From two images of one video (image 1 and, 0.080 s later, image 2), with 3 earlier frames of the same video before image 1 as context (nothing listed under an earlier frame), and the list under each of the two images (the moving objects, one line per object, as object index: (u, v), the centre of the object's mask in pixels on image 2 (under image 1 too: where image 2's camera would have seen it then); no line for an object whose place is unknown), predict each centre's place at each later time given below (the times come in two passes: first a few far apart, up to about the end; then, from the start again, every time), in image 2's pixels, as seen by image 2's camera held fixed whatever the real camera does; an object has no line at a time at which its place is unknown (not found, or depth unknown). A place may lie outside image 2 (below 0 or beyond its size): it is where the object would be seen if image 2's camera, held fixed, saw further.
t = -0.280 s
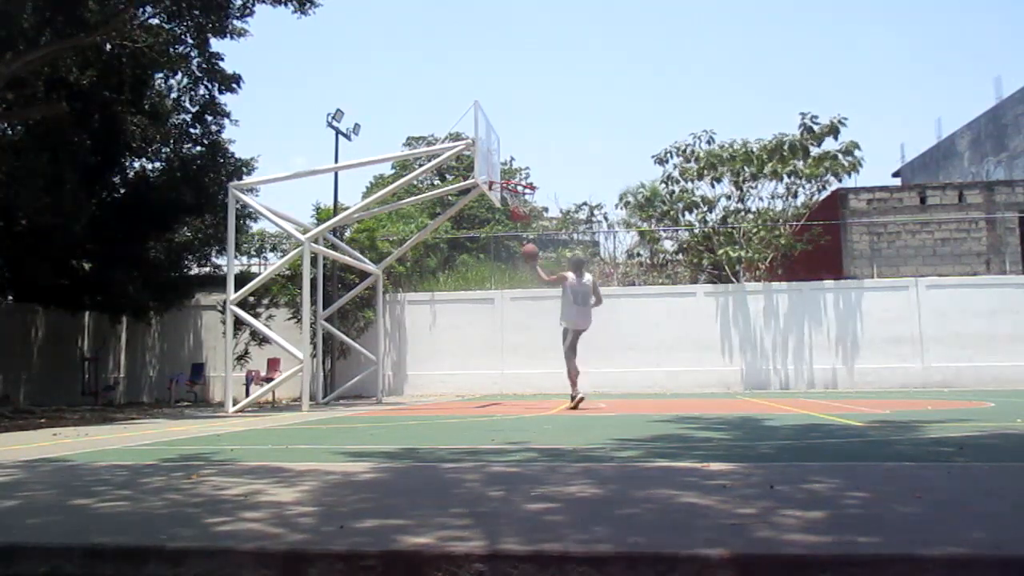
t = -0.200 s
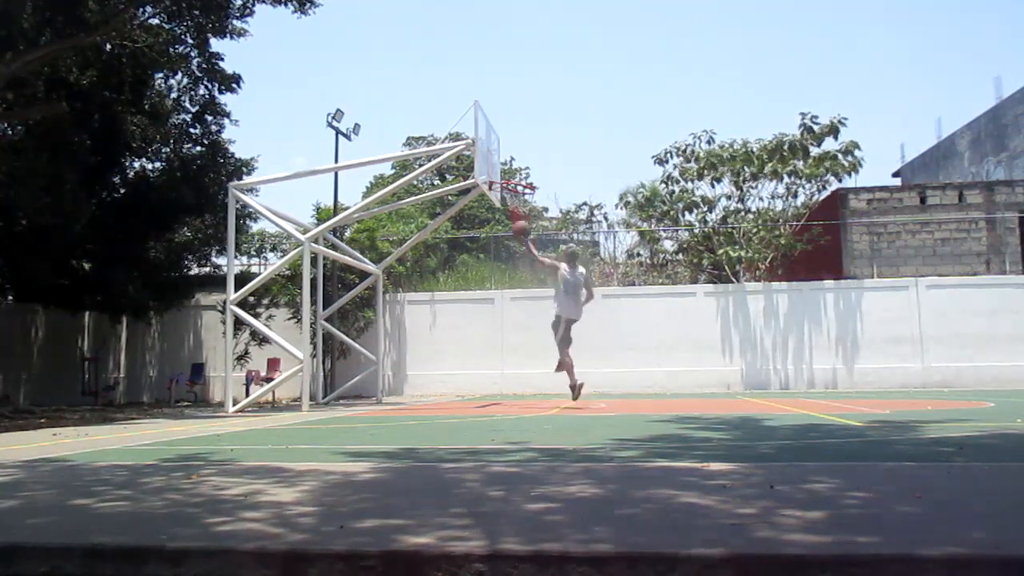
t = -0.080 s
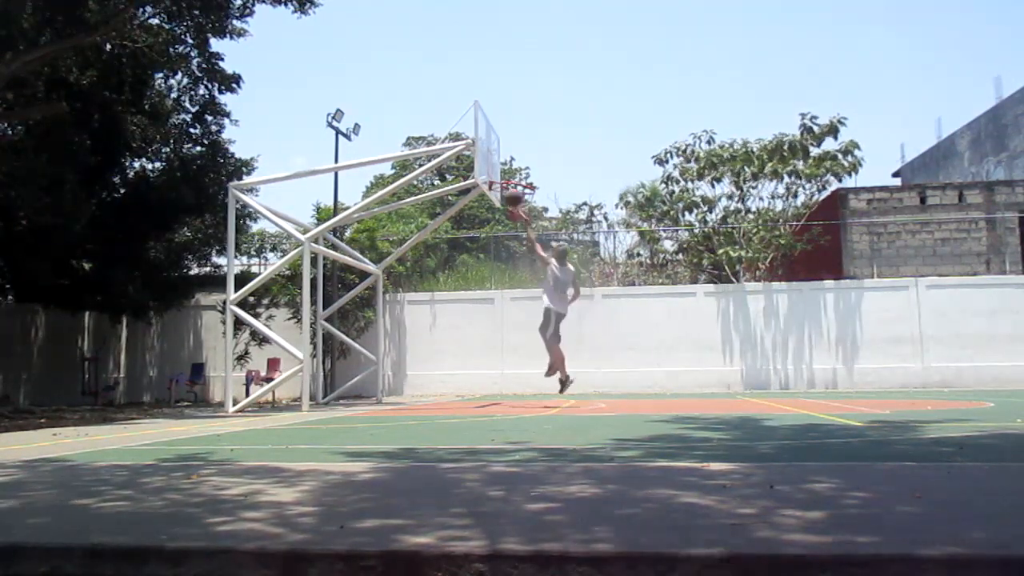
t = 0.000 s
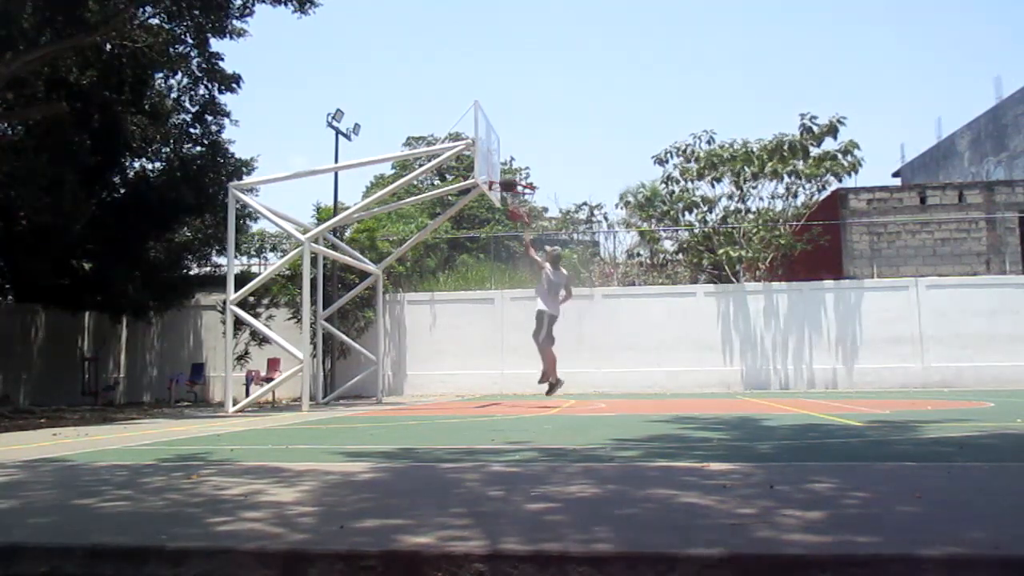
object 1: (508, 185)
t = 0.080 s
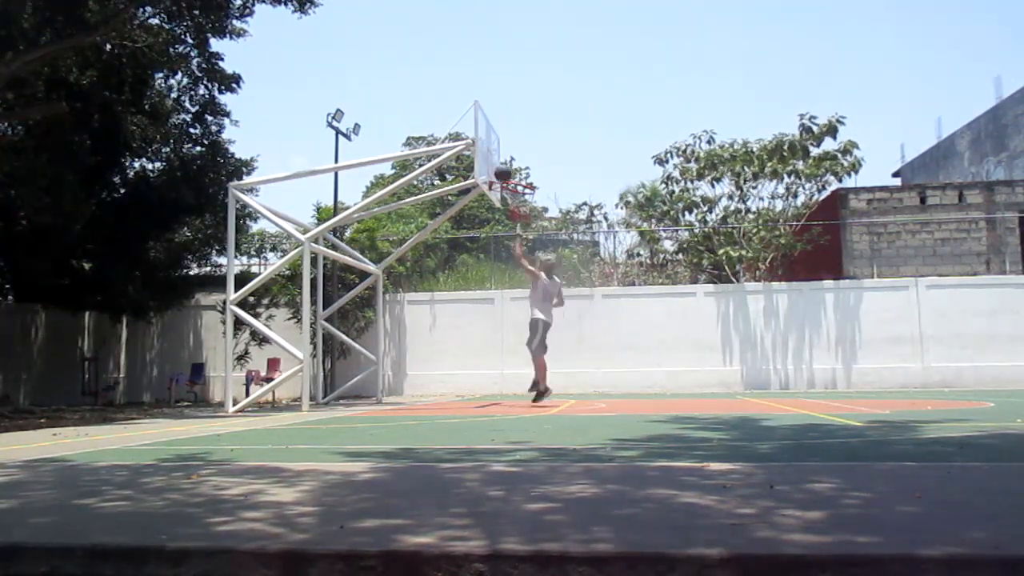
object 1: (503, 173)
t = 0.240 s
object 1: (497, 168)
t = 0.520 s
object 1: (515, 184)
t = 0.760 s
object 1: (529, 182)
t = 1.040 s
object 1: (528, 177)
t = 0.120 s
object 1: (500, 171)
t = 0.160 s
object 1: (497, 169)
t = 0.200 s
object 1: (495, 168)
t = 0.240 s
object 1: (497, 168)
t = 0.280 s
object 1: (499, 168)
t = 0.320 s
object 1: (502, 170)
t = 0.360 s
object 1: (504, 172)
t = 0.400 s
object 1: (505, 174)
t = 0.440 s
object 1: (508, 174)
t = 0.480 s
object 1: (512, 176)
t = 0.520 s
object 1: (515, 184)
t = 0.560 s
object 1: (517, 185)
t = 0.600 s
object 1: (522, 186)
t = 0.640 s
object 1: (525, 186)
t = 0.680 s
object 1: (527, 186)
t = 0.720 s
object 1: (529, 184)
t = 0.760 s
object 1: (529, 182)
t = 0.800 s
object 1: (529, 180)
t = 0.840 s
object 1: (528, 178)
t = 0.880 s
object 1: (527, 177)
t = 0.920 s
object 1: (527, 177)
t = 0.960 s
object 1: (527, 177)
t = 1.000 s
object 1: (528, 177)
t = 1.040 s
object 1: (528, 177)
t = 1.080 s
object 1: (529, 178)
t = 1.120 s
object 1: (530, 181)
